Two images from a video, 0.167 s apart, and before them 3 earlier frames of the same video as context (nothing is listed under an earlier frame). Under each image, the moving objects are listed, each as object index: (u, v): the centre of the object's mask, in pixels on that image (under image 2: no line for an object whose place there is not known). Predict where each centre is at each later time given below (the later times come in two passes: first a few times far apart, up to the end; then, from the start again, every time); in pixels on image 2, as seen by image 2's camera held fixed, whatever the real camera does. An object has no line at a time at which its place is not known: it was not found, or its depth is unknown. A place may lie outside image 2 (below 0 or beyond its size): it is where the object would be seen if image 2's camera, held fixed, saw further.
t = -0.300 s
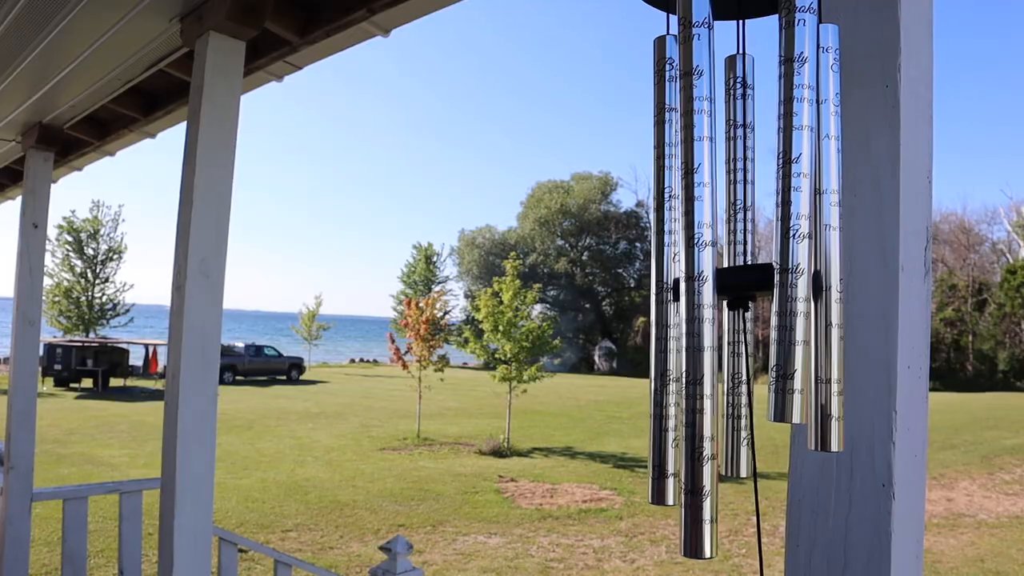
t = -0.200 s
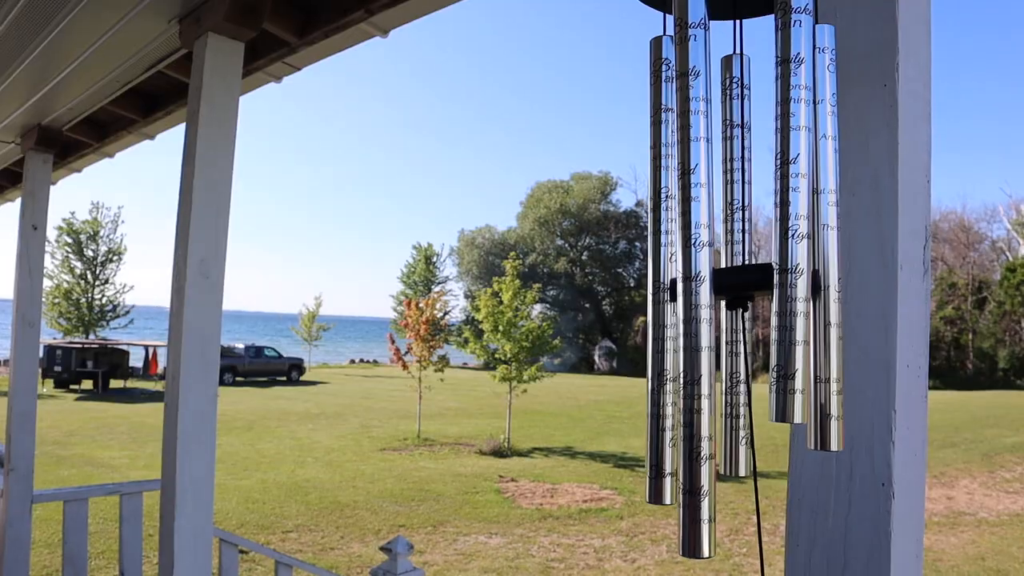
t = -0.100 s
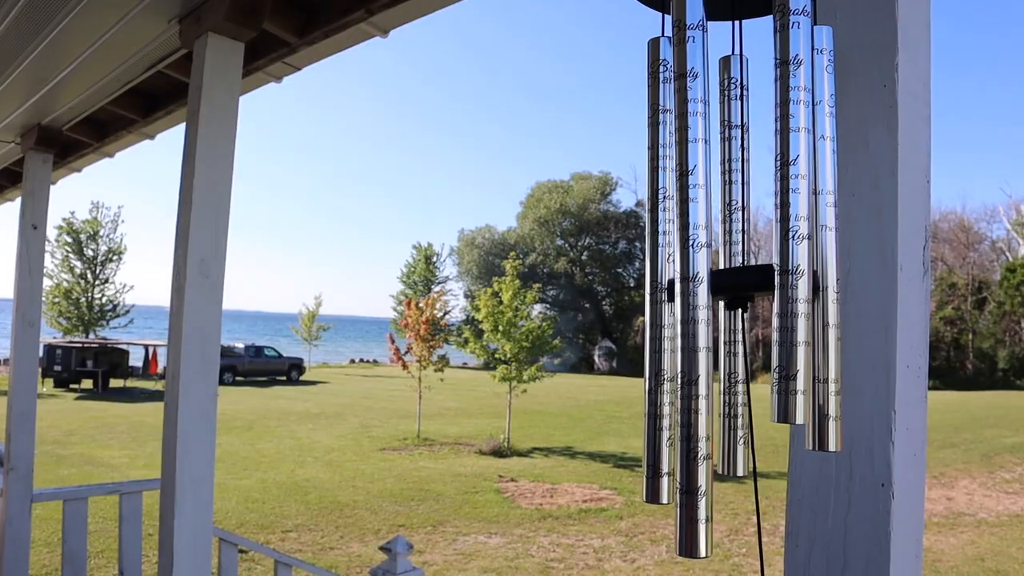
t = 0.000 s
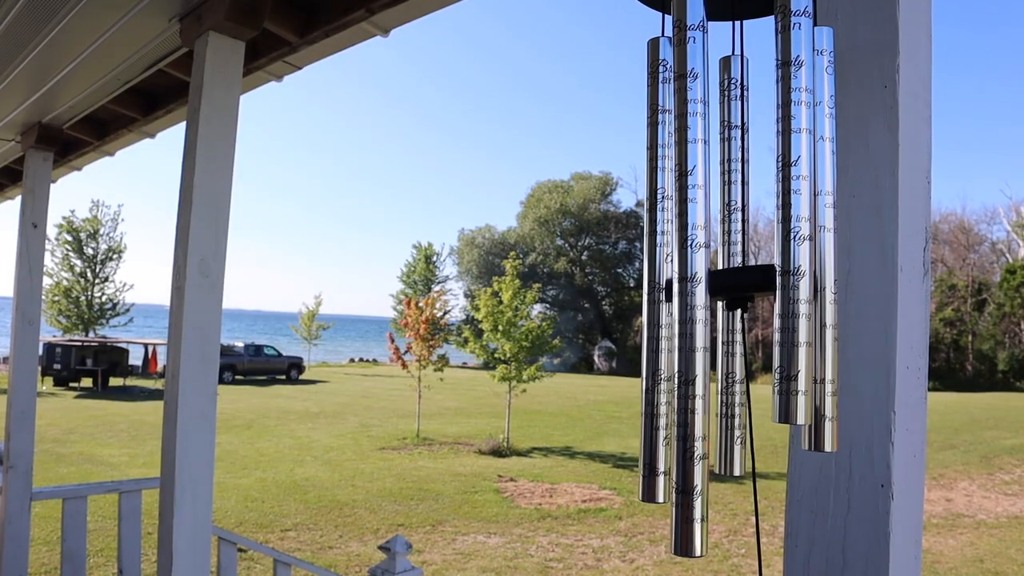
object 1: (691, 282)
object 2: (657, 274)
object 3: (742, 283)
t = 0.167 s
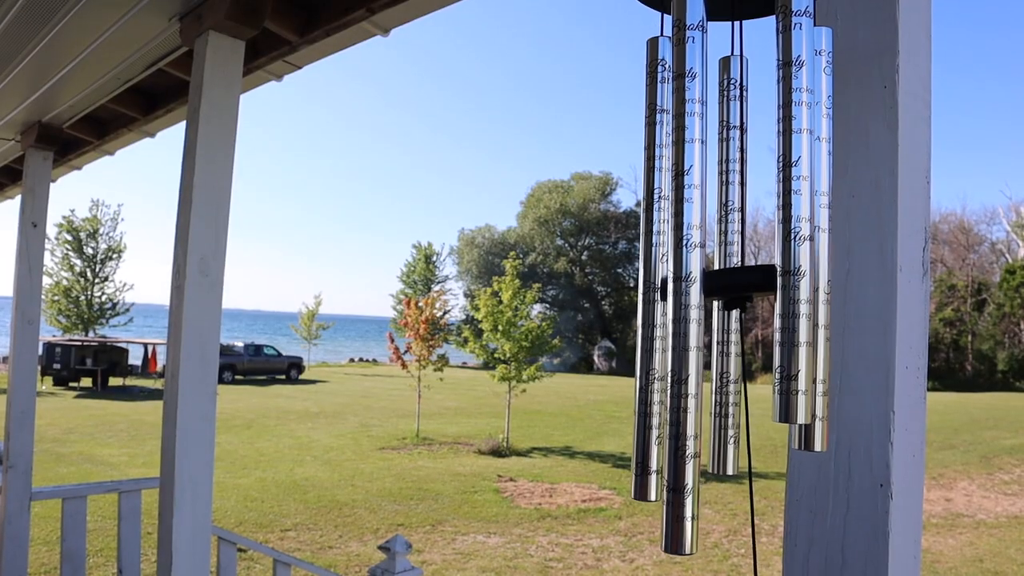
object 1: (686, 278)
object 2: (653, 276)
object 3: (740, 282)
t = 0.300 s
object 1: (682, 277)
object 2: (649, 277)
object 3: (738, 283)
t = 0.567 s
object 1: (677, 277)
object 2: (646, 279)
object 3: (735, 282)
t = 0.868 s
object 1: (678, 278)
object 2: (648, 266)
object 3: (734, 281)
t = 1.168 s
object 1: (683, 280)
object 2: (653, 268)
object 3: (735, 280)
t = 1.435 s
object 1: (692, 282)
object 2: (659, 272)
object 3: (741, 280)
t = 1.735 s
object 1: (698, 287)
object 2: (659, 276)
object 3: (748, 281)
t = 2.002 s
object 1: (698, 286)
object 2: (658, 273)
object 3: (751, 282)
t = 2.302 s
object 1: (696, 282)
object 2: (659, 273)
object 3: (751, 282)
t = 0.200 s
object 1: (685, 277)
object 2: (651, 276)
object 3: (739, 283)
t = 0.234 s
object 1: (684, 278)
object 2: (650, 274)
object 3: (739, 283)
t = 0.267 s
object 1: (683, 278)
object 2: (650, 276)
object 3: (739, 283)
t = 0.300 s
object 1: (682, 277)
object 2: (649, 277)
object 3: (738, 283)
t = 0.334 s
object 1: (681, 278)
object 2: (648, 276)
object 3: (738, 282)
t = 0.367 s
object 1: (680, 277)
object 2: (648, 278)
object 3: (737, 282)
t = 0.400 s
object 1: (680, 277)
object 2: (647, 279)
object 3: (737, 282)
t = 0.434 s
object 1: (679, 277)
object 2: (647, 279)
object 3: (737, 282)
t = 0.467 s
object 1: (678, 277)
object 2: (646, 279)
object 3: (736, 282)
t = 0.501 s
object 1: (678, 277)
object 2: (646, 280)
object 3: (736, 282)
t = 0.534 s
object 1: (677, 277)
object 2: (646, 280)
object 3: (736, 282)
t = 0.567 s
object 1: (677, 277)
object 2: (646, 279)
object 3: (735, 282)
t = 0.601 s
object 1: (677, 276)
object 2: (646, 279)
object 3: (735, 282)
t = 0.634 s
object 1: (676, 277)
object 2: (646, 278)
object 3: (735, 282)
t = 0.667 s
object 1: (676, 277)
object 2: (646, 274)
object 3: (735, 282)
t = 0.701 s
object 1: (676, 278)
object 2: (646, 273)
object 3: (734, 282)
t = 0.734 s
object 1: (676, 277)
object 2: (647, 272)
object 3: (734, 282)
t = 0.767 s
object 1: (677, 277)
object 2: (647, 272)
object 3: (734, 282)
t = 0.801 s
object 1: (677, 277)
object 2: (647, 270)
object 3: (734, 282)
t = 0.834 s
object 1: (677, 278)
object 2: (648, 268)
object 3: (734, 282)
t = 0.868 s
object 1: (678, 278)
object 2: (648, 266)
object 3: (734, 281)
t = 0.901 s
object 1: (678, 279)
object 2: (649, 265)
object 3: (734, 281)
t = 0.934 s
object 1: (679, 280)
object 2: (650, 265)
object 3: (734, 281)
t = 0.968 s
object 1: (680, 279)
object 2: (650, 265)
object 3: (734, 282)
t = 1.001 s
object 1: (680, 279)
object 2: (651, 265)
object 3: (734, 281)
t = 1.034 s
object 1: (681, 278)
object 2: (652, 268)
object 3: (734, 282)
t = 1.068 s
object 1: (681, 279)
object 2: (652, 268)
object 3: (734, 282)
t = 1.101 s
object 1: (682, 280)
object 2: (652, 268)
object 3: (734, 282)
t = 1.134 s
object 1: (682, 281)
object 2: (653, 267)
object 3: (734, 282)
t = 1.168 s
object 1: (683, 280)
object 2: (653, 268)
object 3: (735, 280)
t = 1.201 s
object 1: (684, 280)
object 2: (654, 272)
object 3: (735, 281)
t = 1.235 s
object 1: (686, 279)
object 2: (655, 274)
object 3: (736, 281)
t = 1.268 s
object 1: (687, 280)
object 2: (656, 273)
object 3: (737, 280)
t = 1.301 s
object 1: (688, 281)
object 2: (657, 271)
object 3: (738, 280)
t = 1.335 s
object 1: (689, 281)
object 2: (658, 272)
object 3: (739, 280)
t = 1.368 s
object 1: (690, 282)
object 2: (658, 272)
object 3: (740, 280)
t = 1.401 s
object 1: (691, 283)
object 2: (659, 273)
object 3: (740, 281)
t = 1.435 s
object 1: (692, 282)
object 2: (659, 272)
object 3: (741, 280)
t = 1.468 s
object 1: (693, 281)
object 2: (659, 274)
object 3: (742, 280)
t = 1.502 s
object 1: (694, 281)
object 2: (659, 276)
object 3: (743, 281)
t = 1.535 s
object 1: (695, 282)
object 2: (660, 277)
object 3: (744, 280)
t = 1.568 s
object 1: (696, 283)
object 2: (660, 278)
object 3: (745, 281)
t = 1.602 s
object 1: (696, 285)
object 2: (660, 277)
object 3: (745, 281)
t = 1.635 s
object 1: (697, 285)
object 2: (660, 277)
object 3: (746, 281)
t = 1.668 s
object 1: (697, 285)
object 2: (660, 276)
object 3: (747, 281)
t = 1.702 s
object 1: (697, 285)
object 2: (659, 276)
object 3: (748, 281)
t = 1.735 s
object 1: (698, 287)
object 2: (659, 276)
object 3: (748, 281)
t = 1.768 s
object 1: (698, 287)
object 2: (659, 275)
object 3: (749, 281)
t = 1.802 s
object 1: (698, 287)
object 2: (659, 276)
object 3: (749, 281)
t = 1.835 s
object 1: (698, 286)
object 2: (659, 276)
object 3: (750, 281)
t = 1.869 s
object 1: (698, 286)
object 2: (658, 275)
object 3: (750, 281)
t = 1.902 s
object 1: (698, 286)
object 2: (658, 275)
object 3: (750, 281)
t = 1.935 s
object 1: (698, 287)
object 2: (658, 274)
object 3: (751, 281)
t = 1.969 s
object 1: (698, 286)
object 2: (658, 273)
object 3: (751, 281)
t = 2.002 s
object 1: (698, 286)
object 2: (658, 273)
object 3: (751, 282)
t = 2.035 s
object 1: (698, 286)
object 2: (658, 273)
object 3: (752, 281)
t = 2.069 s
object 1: (698, 286)
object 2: (659, 272)
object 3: (752, 281)
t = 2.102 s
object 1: (698, 284)
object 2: (659, 271)
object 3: (752, 281)
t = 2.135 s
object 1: (698, 283)
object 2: (659, 271)
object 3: (752, 281)
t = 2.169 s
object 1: (697, 282)
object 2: (659, 271)
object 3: (752, 282)
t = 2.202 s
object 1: (697, 282)
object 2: (659, 271)
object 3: (752, 282)
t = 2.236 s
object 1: (697, 282)
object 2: (659, 272)
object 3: (751, 282)
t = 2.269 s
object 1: (696, 282)
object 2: (659, 272)
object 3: (751, 282)
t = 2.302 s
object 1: (696, 282)
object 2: (659, 273)
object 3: (751, 282)
